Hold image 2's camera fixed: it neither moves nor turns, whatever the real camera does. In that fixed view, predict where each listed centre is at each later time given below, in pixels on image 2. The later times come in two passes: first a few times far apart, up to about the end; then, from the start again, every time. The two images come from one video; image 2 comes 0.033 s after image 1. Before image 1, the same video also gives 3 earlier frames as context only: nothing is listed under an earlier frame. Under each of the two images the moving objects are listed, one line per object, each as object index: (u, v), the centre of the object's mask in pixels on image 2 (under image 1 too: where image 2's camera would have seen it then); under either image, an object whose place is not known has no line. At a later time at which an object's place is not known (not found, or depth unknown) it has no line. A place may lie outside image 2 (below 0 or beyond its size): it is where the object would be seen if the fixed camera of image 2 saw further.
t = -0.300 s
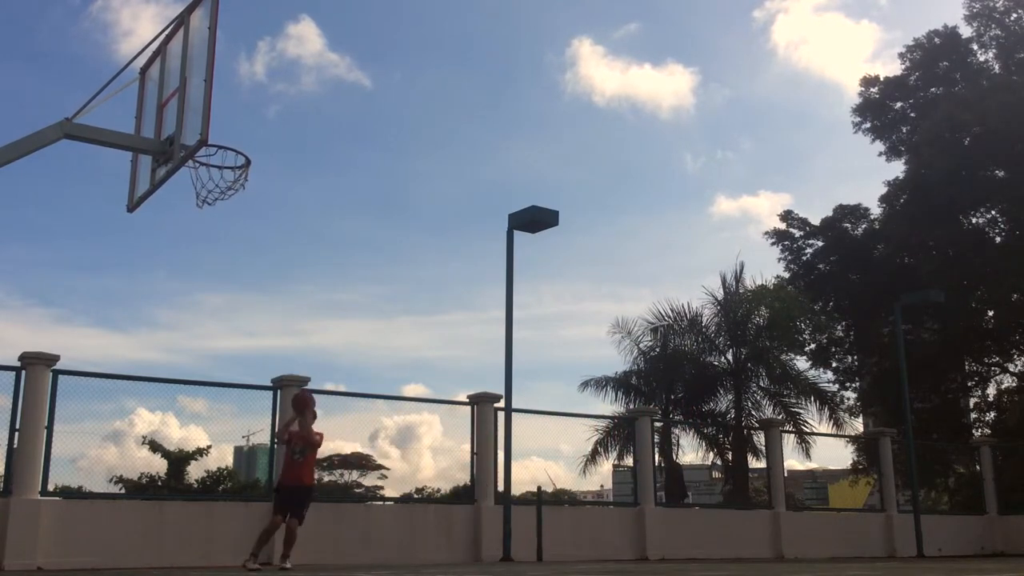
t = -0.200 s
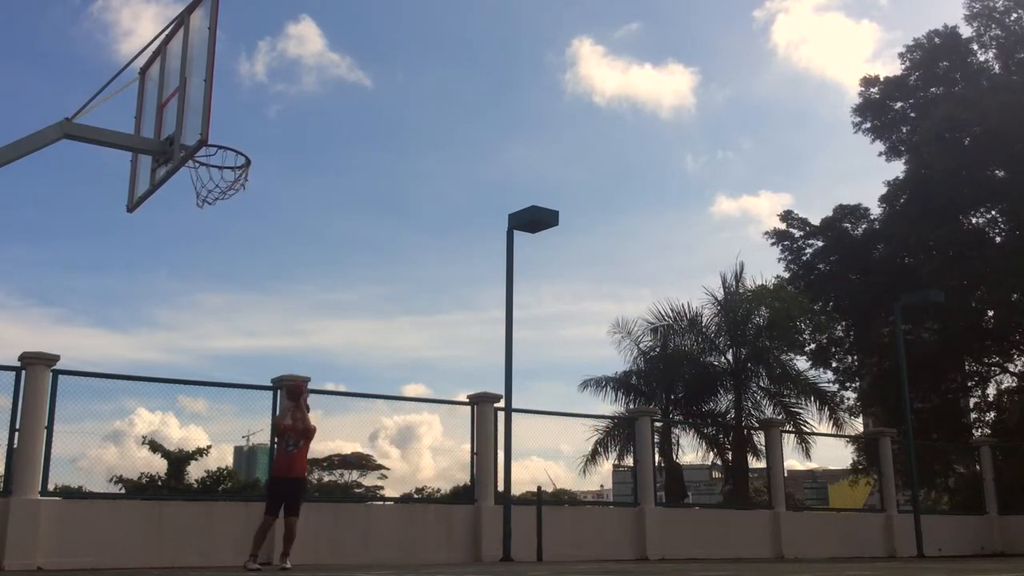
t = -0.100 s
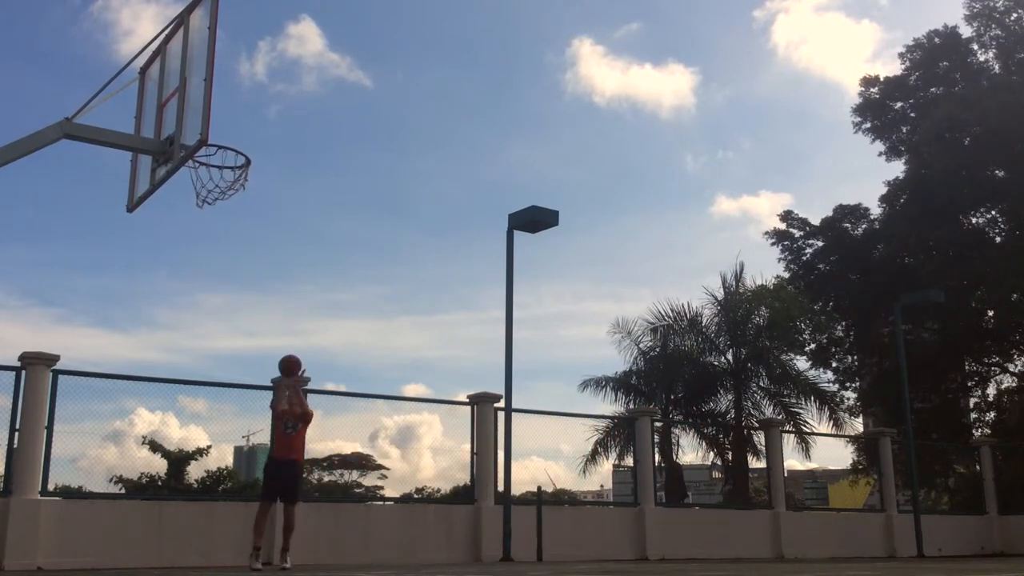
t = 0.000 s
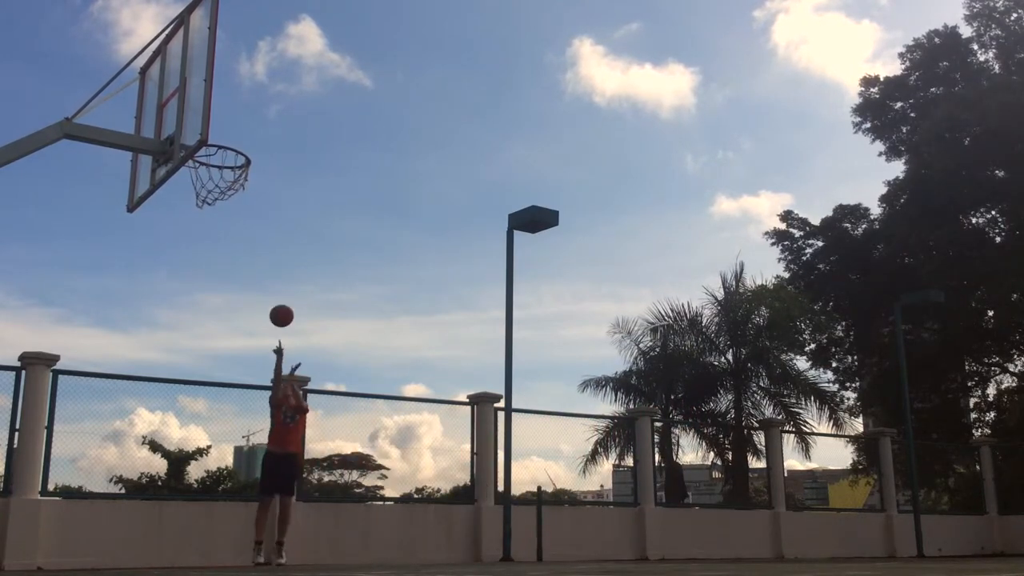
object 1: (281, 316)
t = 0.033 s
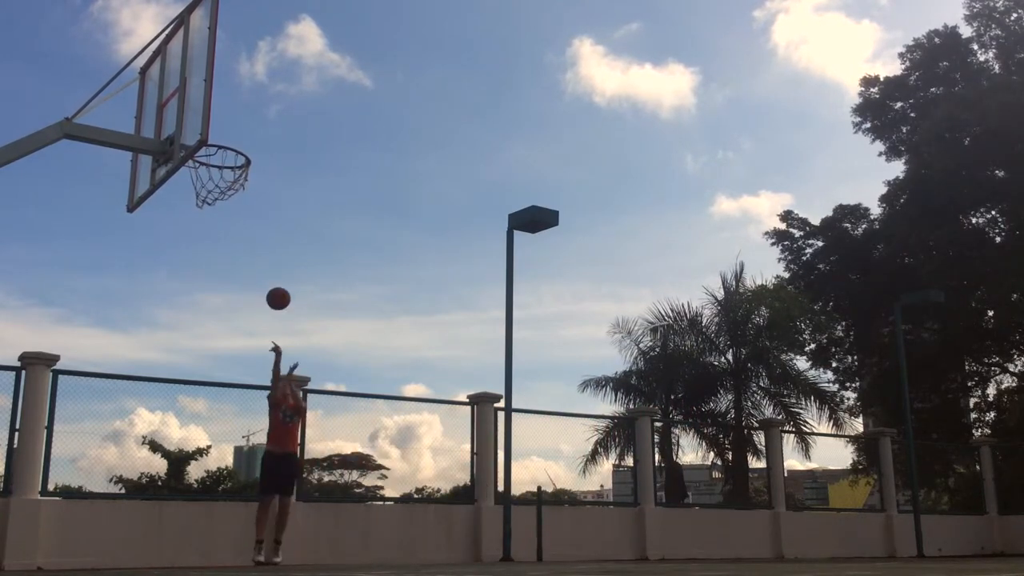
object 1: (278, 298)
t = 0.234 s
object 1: (255, 209)
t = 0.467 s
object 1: (220, 137)
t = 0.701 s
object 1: (186, 115)
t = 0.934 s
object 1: (234, 148)
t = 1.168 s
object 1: (238, 172)
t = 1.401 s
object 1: (241, 254)
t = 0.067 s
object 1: (275, 282)
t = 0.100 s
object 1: (271, 266)
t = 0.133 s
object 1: (267, 251)
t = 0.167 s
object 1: (264, 236)
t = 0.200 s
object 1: (260, 222)
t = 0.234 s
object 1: (255, 209)
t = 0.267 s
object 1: (251, 197)
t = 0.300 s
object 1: (250, 187)
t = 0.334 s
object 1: (241, 173)
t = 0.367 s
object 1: (236, 163)
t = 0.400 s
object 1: (231, 154)
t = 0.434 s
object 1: (226, 144)
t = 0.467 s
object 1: (220, 137)
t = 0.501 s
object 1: (217, 131)
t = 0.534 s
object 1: (209, 124)
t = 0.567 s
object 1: (200, 119)
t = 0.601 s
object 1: (192, 116)
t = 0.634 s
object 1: (188, 113)
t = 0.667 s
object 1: (179, 112)
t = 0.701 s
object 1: (186, 115)
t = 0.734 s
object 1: (197, 121)
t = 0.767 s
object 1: (209, 128)
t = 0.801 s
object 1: (220, 137)
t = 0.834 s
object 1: (229, 145)
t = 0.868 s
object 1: (235, 149)
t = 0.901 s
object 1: (235, 148)
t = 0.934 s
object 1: (234, 148)
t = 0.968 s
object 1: (234, 151)
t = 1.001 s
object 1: (235, 152)
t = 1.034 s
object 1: (236, 153)
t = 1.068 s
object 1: (236, 156)
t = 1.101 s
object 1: (237, 160)
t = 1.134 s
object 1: (237, 166)
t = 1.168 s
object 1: (238, 172)
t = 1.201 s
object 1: (239, 180)
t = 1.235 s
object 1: (239, 190)
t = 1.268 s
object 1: (240, 201)
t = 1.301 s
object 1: (240, 212)
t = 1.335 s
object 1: (241, 225)
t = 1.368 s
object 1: (241, 239)
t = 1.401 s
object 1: (241, 254)
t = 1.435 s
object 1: (241, 270)
